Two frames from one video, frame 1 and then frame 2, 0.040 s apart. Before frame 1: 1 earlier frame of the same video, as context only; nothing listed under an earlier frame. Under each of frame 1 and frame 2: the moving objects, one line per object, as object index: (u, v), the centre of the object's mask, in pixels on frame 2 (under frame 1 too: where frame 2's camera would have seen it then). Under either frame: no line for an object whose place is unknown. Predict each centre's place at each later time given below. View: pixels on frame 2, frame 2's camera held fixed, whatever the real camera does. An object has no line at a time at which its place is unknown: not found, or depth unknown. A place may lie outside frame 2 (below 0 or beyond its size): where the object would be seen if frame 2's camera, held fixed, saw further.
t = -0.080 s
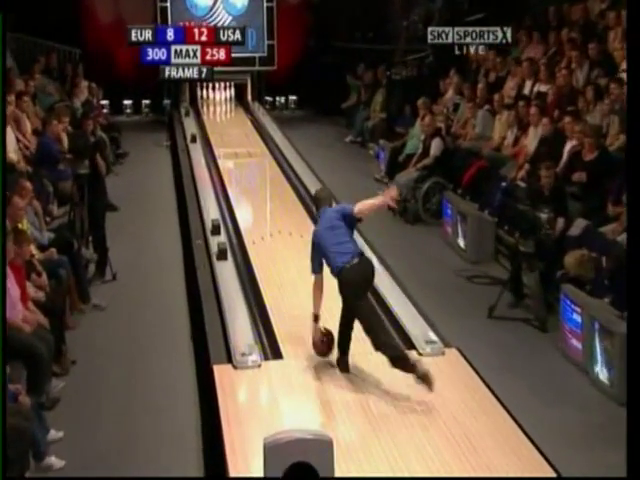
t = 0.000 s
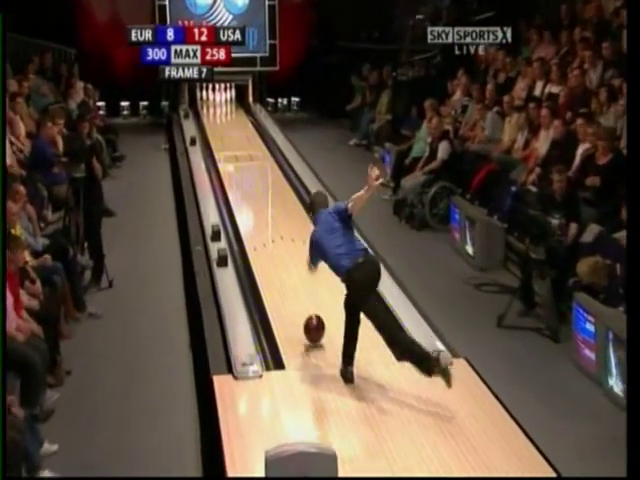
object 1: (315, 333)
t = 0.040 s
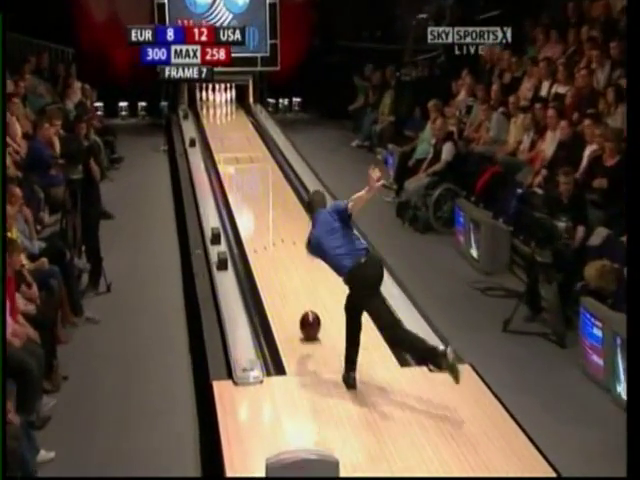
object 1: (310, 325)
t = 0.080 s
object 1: (304, 314)
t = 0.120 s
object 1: (299, 304)
